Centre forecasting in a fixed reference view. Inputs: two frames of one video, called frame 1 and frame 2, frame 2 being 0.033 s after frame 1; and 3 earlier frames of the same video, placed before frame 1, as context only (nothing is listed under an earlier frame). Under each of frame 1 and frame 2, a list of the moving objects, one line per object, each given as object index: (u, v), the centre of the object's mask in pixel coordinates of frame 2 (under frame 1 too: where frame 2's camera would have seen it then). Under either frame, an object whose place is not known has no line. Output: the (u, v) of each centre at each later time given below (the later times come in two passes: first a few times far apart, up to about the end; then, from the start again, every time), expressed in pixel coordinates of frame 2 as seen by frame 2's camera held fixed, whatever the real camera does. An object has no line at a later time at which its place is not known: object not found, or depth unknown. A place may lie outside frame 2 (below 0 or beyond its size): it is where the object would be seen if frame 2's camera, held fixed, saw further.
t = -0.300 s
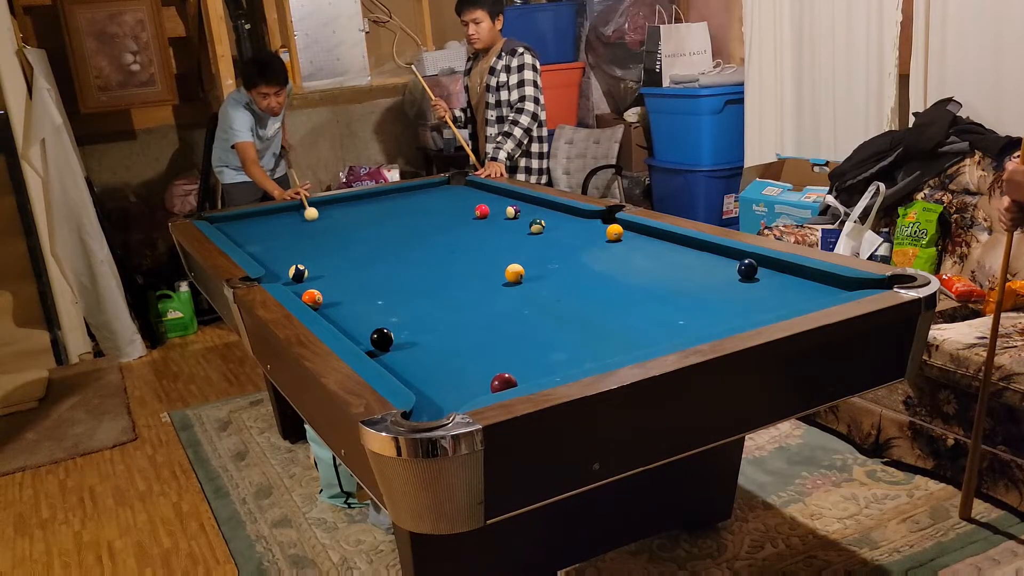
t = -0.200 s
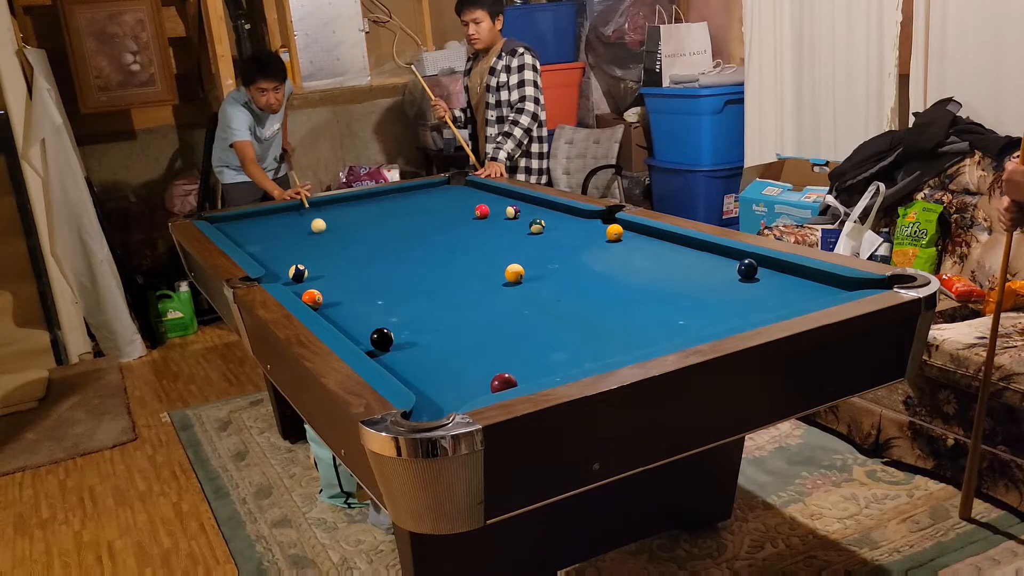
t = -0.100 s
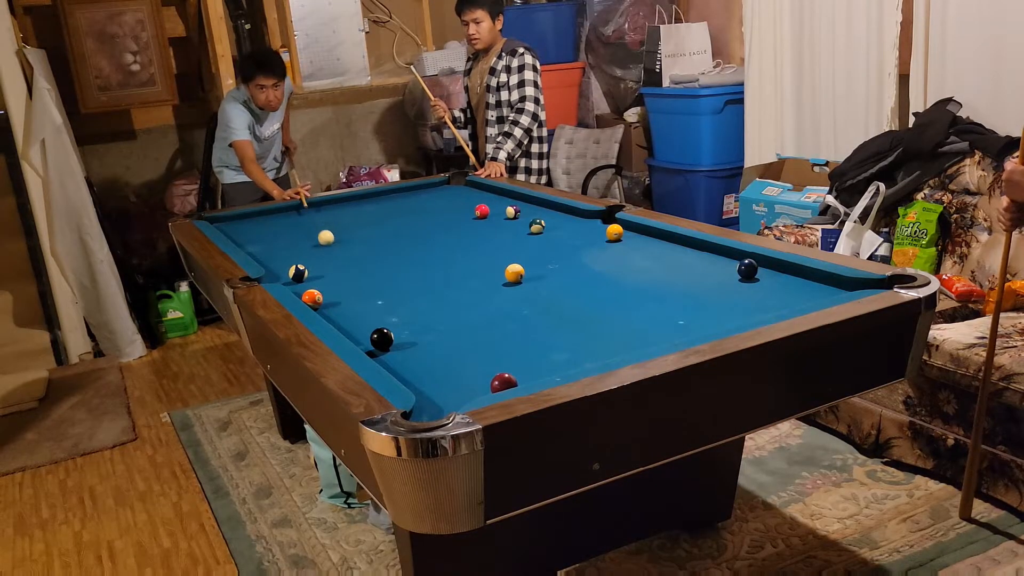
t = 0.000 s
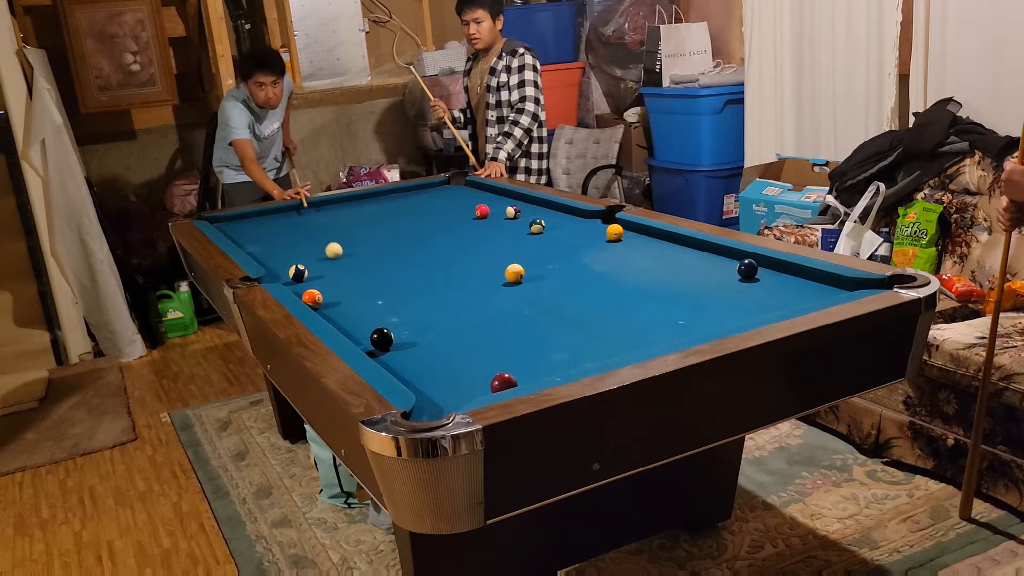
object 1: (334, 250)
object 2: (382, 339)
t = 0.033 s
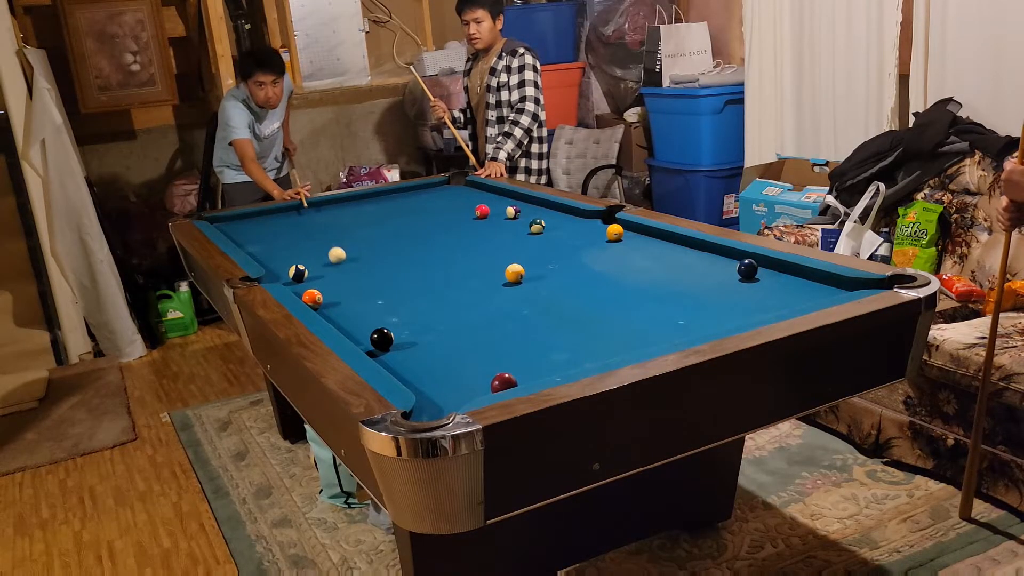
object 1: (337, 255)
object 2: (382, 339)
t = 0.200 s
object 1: (353, 282)
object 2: (382, 339)
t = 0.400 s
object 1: (380, 322)
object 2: (382, 339)
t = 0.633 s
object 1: (437, 335)
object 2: (444, 370)
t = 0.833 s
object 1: (489, 346)
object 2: (491, 370)
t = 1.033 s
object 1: (546, 359)
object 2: (506, 356)
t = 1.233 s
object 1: (575, 358)
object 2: (520, 344)
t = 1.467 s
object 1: (574, 343)
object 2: (535, 331)
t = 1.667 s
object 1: (574, 332)
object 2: (547, 322)
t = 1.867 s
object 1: (575, 322)
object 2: (557, 313)
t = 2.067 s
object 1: (575, 313)
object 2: (566, 302)
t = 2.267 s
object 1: (575, 306)
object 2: (582, 295)
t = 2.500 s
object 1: (576, 299)
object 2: (592, 291)
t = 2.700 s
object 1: (577, 295)
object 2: (599, 286)
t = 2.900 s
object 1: (579, 291)
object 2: (607, 282)
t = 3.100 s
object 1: (581, 289)
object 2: (615, 278)
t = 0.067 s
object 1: (340, 260)
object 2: (382, 339)
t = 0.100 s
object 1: (343, 265)
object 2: (382, 339)
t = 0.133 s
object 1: (346, 270)
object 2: (382, 339)
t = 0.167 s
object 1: (350, 276)
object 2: (382, 339)
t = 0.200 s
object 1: (353, 282)
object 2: (382, 339)
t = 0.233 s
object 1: (357, 288)
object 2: (382, 339)
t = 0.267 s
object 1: (362, 295)
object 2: (382, 339)
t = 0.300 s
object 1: (366, 302)
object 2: (382, 339)
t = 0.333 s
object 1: (370, 309)
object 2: (382, 339)
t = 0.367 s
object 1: (375, 316)
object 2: (382, 339)
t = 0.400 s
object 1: (380, 322)
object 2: (382, 339)
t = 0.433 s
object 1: (389, 328)
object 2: (381, 342)
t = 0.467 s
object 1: (396, 330)
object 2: (378, 351)
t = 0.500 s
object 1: (404, 331)
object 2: (386, 358)
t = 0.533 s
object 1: (412, 331)
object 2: (400, 363)
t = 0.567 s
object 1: (421, 332)
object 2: (416, 365)
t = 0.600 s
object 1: (429, 333)
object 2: (430, 368)
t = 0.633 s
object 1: (437, 335)
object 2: (444, 370)
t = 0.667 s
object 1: (445, 336)
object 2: (457, 373)
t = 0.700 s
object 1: (454, 338)
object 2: (470, 376)
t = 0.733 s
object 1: (462, 340)
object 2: (482, 378)
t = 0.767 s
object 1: (471, 342)
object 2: (488, 378)
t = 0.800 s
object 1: (480, 344)
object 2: (489, 374)
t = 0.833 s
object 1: (489, 346)
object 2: (491, 370)
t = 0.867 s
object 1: (498, 347)
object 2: (493, 367)
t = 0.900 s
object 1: (508, 349)
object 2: (495, 365)
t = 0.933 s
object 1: (518, 352)
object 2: (498, 362)
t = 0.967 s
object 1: (527, 354)
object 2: (501, 360)
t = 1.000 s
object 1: (536, 358)
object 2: (503, 358)
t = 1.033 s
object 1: (546, 359)
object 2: (506, 356)
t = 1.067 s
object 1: (555, 362)
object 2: (509, 354)
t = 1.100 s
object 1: (565, 362)
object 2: (511, 352)
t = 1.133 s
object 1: (575, 363)
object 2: (513, 350)
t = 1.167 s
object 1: (576, 361)
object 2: (515, 348)
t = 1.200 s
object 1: (575, 359)
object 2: (518, 346)
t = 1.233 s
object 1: (575, 358)
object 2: (520, 344)
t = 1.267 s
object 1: (575, 356)
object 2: (522, 342)
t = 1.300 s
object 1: (575, 354)
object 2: (524, 340)
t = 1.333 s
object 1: (575, 352)
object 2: (527, 338)
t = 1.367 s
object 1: (575, 350)
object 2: (529, 337)
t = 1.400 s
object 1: (575, 347)
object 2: (531, 335)
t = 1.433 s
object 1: (574, 345)
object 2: (533, 333)
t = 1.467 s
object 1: (574, 343)
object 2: (535, 331)
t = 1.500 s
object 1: (574, 341)
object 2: (537, 330)
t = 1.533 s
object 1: (574, 339)
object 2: (539, 328)
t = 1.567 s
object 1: (574, 337)
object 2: (541, 326)
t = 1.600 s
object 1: (574, 335)
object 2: (543, 325)
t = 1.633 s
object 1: (574, 333)
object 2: (545, 323)
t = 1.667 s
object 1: (574, 332)
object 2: (547, 322)
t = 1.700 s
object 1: (574, 330)
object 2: (549, 320)
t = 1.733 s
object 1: (574, 328)
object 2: (551, 319)
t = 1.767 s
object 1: (574, 327)
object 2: (553, 317)
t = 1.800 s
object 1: (575, 325)
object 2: (555, 316)
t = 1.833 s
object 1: (575, 323)
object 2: (556, 314)
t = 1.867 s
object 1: (575, 322)
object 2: (557, 313)
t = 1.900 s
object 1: (575, 320)
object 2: (559, 311)
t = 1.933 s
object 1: (575, 318)
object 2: (560, 310)
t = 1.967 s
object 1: (575, 317)
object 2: (562, 308)
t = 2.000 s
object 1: (575, 315)
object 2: (563, 306)
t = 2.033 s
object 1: (575, 314)
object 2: (564, 304)
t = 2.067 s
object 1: (575, 313)
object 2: (566, 302)
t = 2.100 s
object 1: (575, 312)
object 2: (568, 300)
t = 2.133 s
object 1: (575, 310)
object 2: (571, 298)
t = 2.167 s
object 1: (575, 309)
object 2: (574, 297)
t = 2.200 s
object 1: (575, 308)
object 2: (577, 296)
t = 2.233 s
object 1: (575, 307)
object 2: (580, 295)
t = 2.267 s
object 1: (575, 306)
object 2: (582, 295)
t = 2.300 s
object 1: (575, 305)
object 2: (584, 294)
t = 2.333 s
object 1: (575, 304)
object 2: (585, 294)
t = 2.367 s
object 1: (576, 303)
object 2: (587, 294)
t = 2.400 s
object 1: (576, 302)
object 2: (588, 293)
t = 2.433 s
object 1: (576, 301)
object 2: (589, 292)
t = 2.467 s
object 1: (576, 300)
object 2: (591, 292)
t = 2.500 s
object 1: (576, 299)
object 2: (592, 291)
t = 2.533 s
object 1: (576, 299)
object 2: (593, 291)
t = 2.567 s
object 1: (577, 298)
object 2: (594, 290)
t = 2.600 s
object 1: (577, 297)
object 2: (595, 289)
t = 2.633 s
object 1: (577, 297)
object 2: (596, 288)
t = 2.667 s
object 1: (577, 296)
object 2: (598, 287)
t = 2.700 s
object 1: (577, 295)
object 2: (599, 286)
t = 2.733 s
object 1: (578, 294)
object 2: (601, 286)
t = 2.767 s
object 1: (578, 294)
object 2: (602, 285)
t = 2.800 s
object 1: (578, 293)
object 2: (603, 284)
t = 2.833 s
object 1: (579, 293)
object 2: (605, 283)
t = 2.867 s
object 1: (579, 292)
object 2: (606, 282)
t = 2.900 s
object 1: (579, 291)
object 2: (607, 282)
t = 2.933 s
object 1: (580, 291)
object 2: (609, 281)
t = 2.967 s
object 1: (580, 290)
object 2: (610, 281)
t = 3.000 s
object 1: (580, 290)
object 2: (611, 280)
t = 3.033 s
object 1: (580, 289)
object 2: (612, 279)
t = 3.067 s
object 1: (581, 289)
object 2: (613, 279)
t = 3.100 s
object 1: (581, 289)
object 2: (615, 278)
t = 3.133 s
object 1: (581, 288)
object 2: (616, 277)
